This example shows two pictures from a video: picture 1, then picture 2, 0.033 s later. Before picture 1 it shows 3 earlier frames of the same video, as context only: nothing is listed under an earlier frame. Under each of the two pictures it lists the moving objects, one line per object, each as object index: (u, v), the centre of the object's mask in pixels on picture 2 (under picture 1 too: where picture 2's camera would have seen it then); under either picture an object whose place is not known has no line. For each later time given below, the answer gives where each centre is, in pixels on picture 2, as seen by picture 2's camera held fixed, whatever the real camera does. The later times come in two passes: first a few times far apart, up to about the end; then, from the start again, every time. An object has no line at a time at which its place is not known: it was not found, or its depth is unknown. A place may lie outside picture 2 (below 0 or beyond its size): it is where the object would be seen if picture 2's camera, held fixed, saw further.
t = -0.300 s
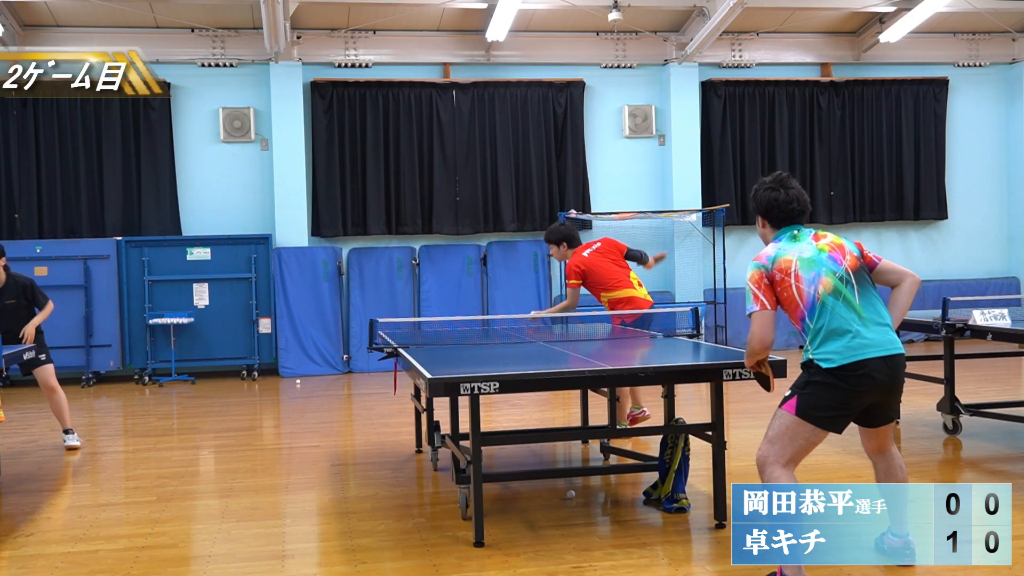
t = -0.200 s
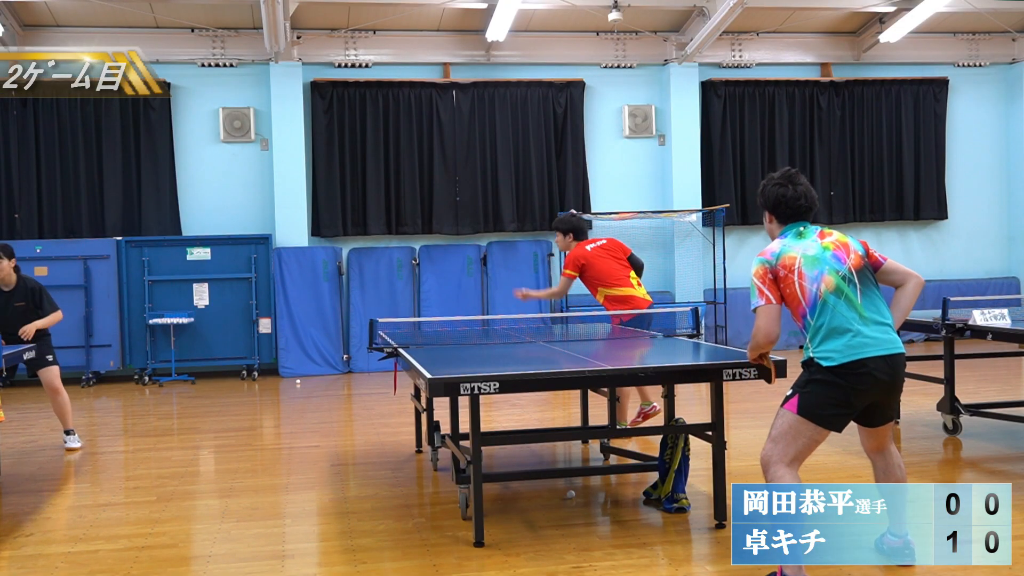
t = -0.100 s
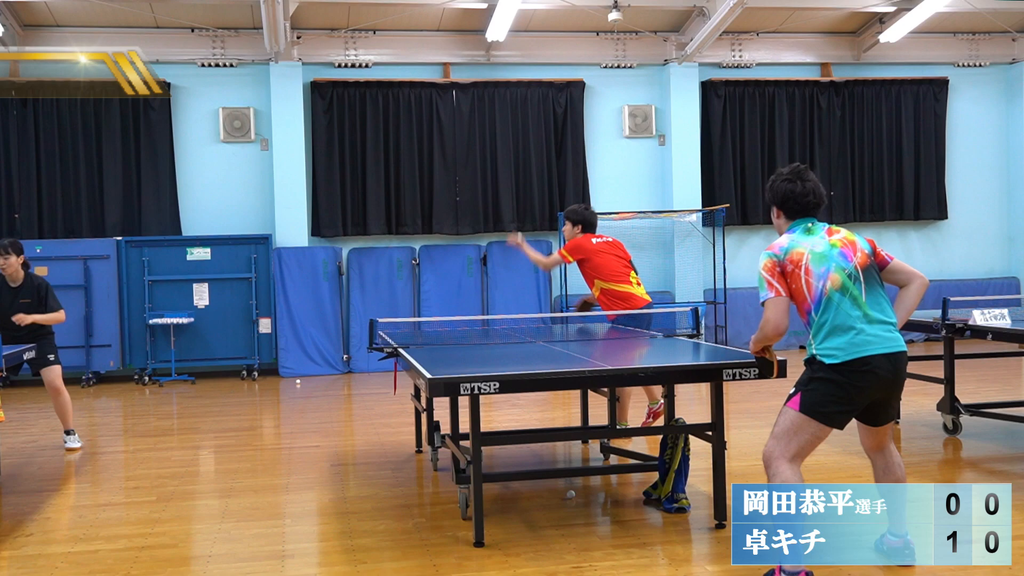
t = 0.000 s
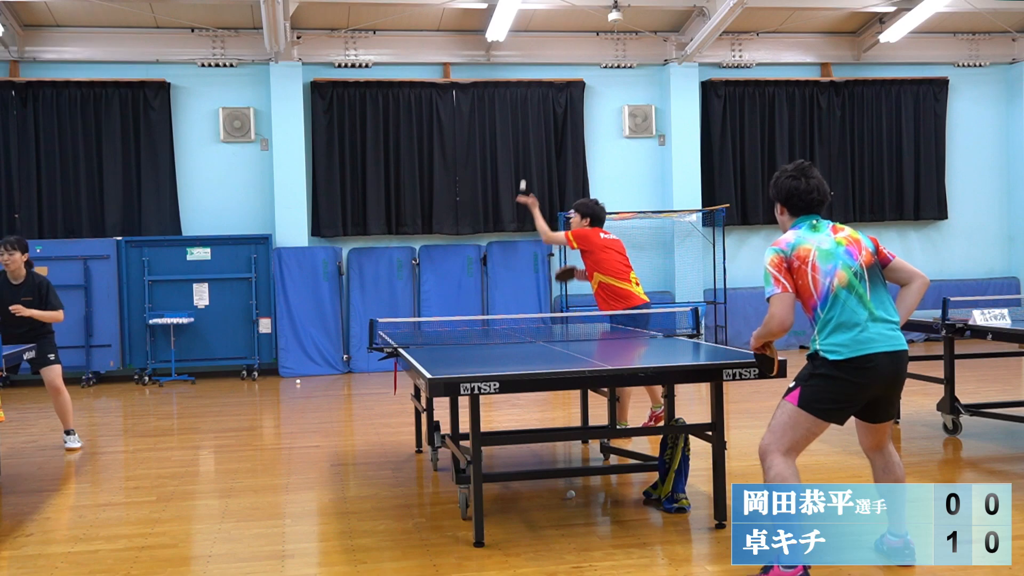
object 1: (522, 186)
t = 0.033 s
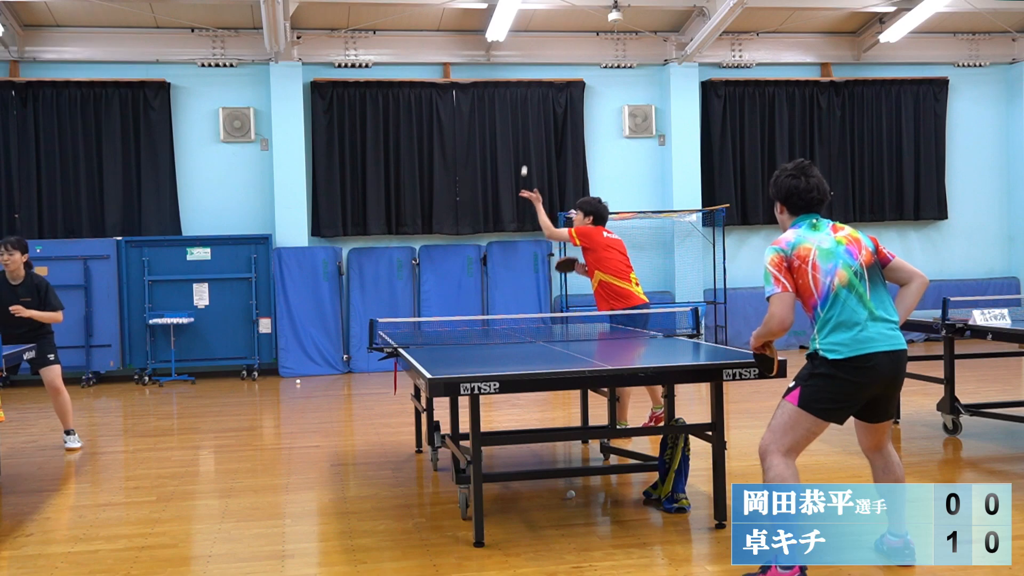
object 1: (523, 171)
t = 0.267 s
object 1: (533, 117)
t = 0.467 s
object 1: (544, 133)
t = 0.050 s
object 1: (524, 164)
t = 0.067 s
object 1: (525, 158)
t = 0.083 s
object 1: (525, 153)
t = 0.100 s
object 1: (526, 147)
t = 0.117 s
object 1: (527, 142)
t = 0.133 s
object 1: (527, 138)
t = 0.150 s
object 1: (528, 134)
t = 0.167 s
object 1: (528, 130)
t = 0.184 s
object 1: (528, 126)
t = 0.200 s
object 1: (529, 124)
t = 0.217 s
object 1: (531, 122)
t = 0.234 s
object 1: (531, 120)
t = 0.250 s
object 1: (532, 118)
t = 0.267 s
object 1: (533, 117)
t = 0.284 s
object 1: (533, 116)
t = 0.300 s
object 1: (534, 116)
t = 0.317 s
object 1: (535, 116)
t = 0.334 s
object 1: (536, 116)
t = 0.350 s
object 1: (537, 117)
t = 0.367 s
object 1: (538, 118)
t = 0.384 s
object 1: (540, 119)
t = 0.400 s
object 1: (541, 121)
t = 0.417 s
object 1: (541, 123)
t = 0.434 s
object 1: (542, 126)
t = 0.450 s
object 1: (544, 129)
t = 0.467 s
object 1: (544, 133)
